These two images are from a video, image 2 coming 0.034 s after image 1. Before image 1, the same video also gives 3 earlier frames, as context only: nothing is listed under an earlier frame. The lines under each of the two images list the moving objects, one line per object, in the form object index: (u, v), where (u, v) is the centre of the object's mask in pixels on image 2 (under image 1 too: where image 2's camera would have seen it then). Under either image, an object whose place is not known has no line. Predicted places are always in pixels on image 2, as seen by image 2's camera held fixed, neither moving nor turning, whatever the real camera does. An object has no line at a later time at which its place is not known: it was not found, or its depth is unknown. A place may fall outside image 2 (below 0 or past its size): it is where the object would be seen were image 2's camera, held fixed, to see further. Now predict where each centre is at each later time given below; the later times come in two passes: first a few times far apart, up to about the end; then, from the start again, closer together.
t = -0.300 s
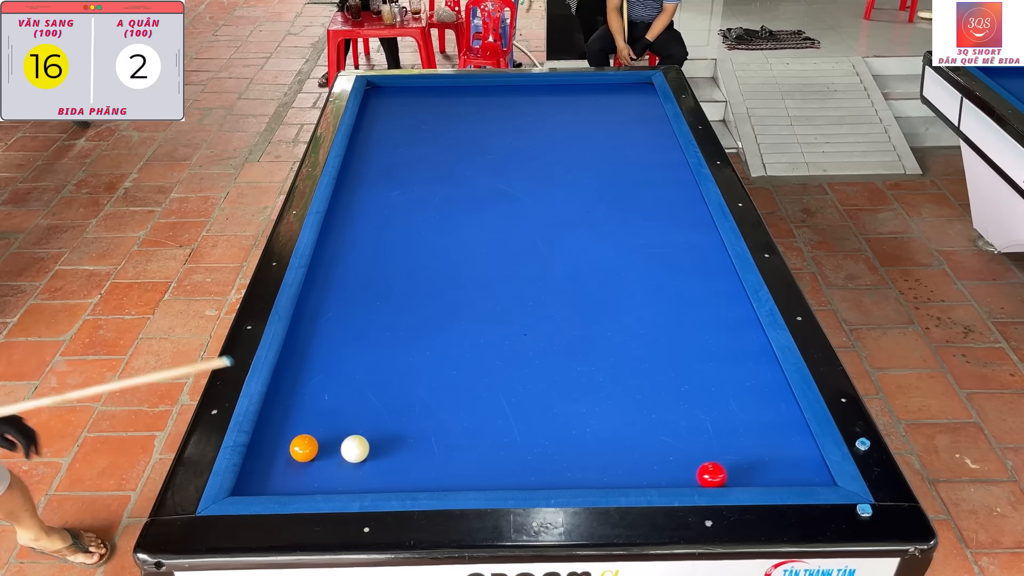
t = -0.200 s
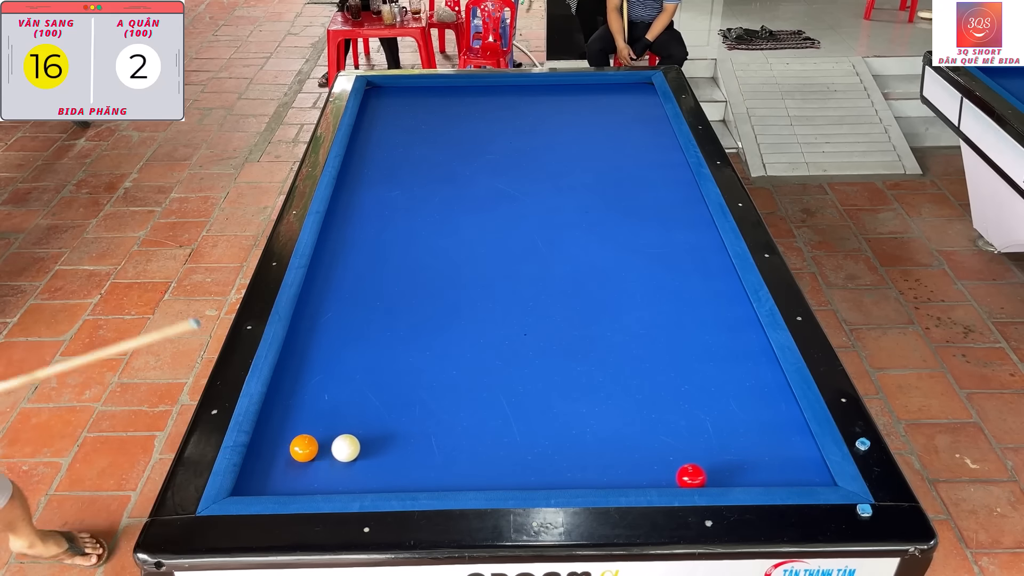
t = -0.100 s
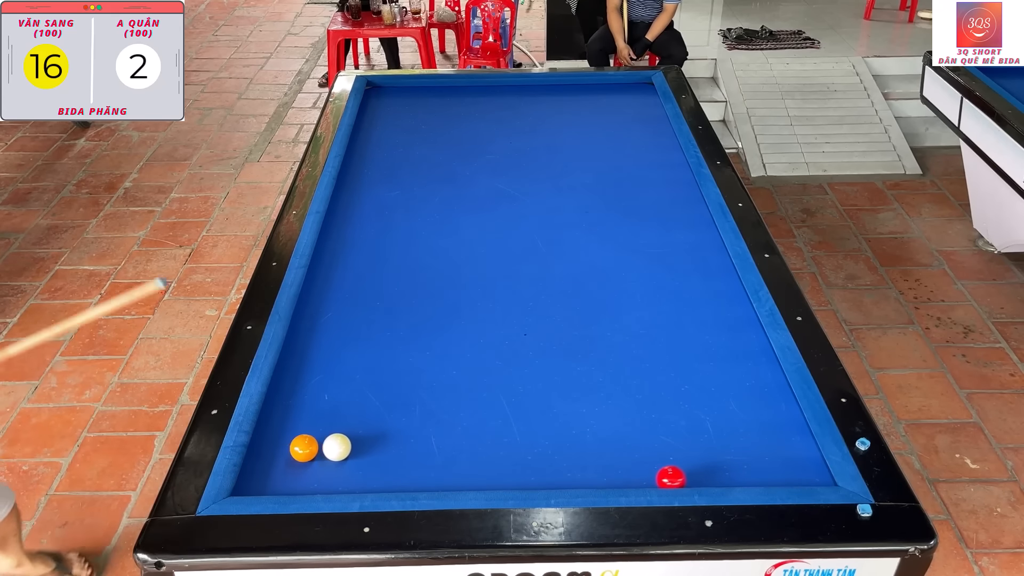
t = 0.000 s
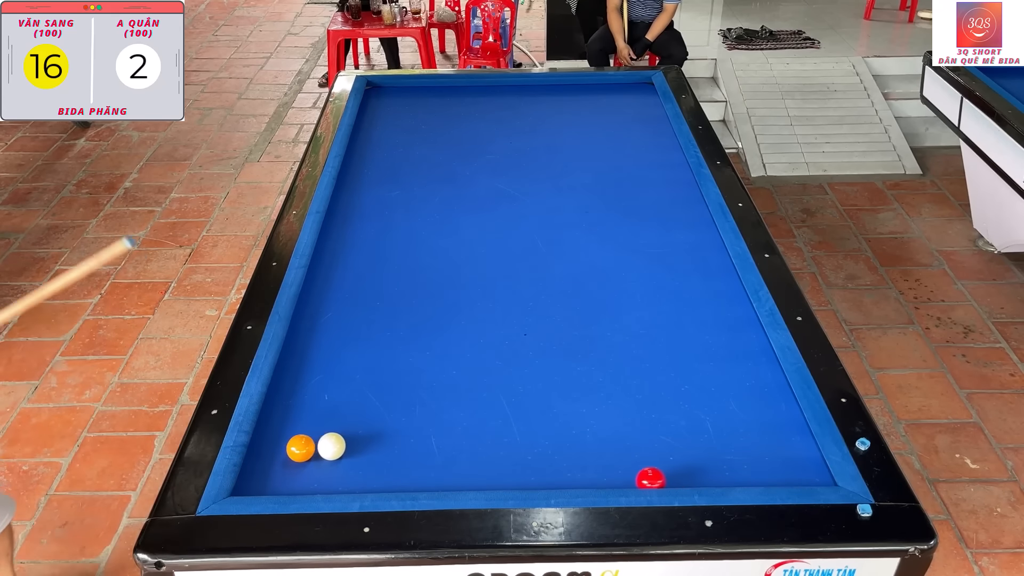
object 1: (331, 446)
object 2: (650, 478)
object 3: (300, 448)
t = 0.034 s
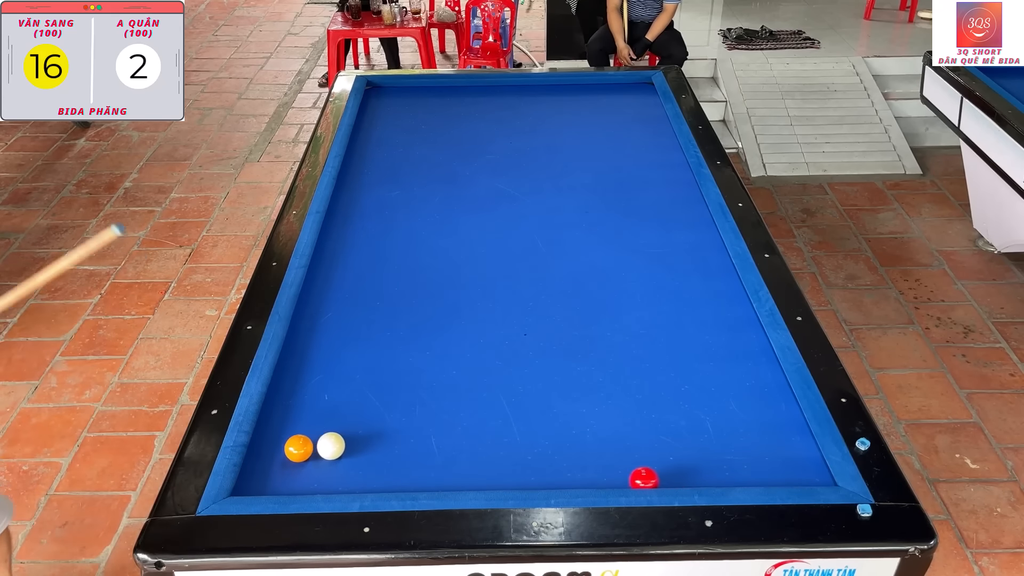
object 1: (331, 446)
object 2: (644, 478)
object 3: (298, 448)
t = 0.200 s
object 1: (328, 444)
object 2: (611, 478)
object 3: (289, 449)
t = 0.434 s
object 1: (325, 442)
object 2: (566, 477)
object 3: (278, 449)
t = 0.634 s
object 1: (324, 440)
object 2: (529, 476)
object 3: (268, 450)
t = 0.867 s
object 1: (323, 439)
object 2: (487, 475)
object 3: (261, 451)
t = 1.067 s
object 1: (323, 438)
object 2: (452, 474)
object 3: (266, 450)
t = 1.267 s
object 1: (323, 437)
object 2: (418, 474)
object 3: (270, 450)
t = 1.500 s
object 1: (323, 436)
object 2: (378, 472)
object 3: (274, 449)
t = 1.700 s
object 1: (323, 437)
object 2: (346, 471)
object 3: (276, 449)
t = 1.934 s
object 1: (323, 437)
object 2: (308, 470)
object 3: (277, 450)
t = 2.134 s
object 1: (323, 437)
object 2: (278, 470)
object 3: (277, 448)
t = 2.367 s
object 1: (323, 437)
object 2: (257, 474)
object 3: (276, 446)
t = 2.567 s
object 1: (323, 437)
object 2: (272, 477)
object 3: (274, 442)
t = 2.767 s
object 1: (323, 437)
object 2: (286, 479)
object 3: (273, 440)
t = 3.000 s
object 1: (323, 437)
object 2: (301, 481)
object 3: (272, 437)
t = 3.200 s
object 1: (323, 437)
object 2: (314, 483)
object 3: (271, 435)
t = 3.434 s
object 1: (323, 437)
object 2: (327, 484)
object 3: (271, 433)
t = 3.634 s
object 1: (323, 437)
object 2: (339, 485)
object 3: (270, 433)
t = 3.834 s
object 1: (323, 437)
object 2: (349, 483)
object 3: (271, 432)
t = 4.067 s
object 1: (323, 437)
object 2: (360, 483)
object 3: (270, 432)
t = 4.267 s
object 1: (323, 437)
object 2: (368, 482)
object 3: (271, 432)
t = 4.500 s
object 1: (323, 437)
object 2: (377, 481)
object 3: (271, 432)
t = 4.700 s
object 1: (323, 437)
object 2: (384, 480)
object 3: (271, 432)
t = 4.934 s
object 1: (323, 437)
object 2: (391, 479)
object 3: (271, 432)
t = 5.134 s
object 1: (323, 437)
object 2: (397, 478)
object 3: (271, 432)
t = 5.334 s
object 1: (323, 437)
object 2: (401, 478)
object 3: (271, 432)
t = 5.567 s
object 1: (323, 437)
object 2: (406, 477)
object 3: (270, 431)
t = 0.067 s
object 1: (330, 445)
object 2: (637, 478)
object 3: (297, 448)
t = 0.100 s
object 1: (330, 445)
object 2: (630, 478)
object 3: (295, 448)
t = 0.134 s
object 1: (329, 445)
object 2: (624, 478)
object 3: (293, 448)
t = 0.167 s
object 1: (329, 445)
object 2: (617, 478)
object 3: (291, 449)
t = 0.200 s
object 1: (328, 444)
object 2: (611, 478)
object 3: (289, 449)
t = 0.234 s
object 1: (327, 444)
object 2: (604, 478)
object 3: (288, 449)
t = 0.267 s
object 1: (327, 444)
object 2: (598, 477)
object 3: (286, 449)
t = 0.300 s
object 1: (327, 443)
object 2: (591, 477)
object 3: (284, 449)
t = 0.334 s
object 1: (326, 443)
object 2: (585, 477)
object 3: (283, 449)
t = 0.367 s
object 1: (326, 443)
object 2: (579, 477)
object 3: (281, 449)
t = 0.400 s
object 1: (325, 443)
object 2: (573, 477)
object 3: (279, 449)
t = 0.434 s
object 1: (325, 442)
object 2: (566, 477)
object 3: (278, 449)
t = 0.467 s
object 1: (325, 442)
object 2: (560, 477)
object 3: (276, 449)
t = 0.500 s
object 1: (325, 442)
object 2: (554, 477)
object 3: (274, 449)
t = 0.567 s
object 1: (324, 441)
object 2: (541, 476)
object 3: (271, 450)
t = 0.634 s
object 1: (324, 440)
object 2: (529, 476)
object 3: (268, 450)
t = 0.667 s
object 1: (324, 440)
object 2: (523, 476)
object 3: (267, 450)
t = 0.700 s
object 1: (324, 440)
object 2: (517, 476)
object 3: (265, 450)
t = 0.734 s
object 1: (323, 440)
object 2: (511, 476)
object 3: (264, 450)
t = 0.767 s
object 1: (323, 440)
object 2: (505, 476)
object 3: (263, 450)
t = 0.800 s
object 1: (323, 439)
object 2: (499, 475)
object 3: (261, 450)
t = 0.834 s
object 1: (323, 439)
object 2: (493, 475)
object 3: (261, 450)
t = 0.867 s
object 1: (323, 439)
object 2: (487, 475)
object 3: (261, 451)
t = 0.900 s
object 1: (323, 439)
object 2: (481, 475)
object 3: (262, 450)
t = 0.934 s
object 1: (323, 438)
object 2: (475, 475)
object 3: (263, 451)
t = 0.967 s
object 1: (323, 438)
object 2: (469, 475)
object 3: (264, 450)
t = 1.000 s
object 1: (323, 438)
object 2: (463, 475)
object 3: (265, 451)
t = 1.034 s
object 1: (323, 438)
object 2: (458, 474)
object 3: (265, 450)
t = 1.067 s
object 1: (323, 438)
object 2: (452, 474)
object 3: (266, 450)
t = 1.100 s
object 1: (323, 437)
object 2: (446, 474)
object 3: (267, 450)
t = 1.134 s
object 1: (323, 437)
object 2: (440, 474)
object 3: (267, 450)
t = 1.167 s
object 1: (323, 437)
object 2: (435, 474)
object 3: (268, 450)
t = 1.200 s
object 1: (323, 437)
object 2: (429, 474)
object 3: (269, 450)
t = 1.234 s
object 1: (323, 437)
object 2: (423, 473)
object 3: (269, 450)
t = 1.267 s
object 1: (323, 437)
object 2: (418, 474)
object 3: (270, 450)
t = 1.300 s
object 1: (323, 437)
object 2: (411, 473)
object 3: (270, 450)
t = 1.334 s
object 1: (323, 437)
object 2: (406, 473)
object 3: (271, 450)
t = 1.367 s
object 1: (323, 437)
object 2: (400, 473)
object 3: (272, 450)
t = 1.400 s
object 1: (323, 436)
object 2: (395, 473)
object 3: (272, 449)
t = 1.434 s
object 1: (323, 436)
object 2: (390, 473)
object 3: (273, 449)
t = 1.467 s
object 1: (323, 436)
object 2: (384, 472)
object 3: (273, 449)
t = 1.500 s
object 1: (323, 436)
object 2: (378, 472)
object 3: (274, 449)
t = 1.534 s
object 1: (323, 436)
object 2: (373, 472)
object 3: (274, 449)
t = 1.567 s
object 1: (323, 436)
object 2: (367, 472)
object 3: (274, 449)
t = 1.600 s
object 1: (323, 436)
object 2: (361, 472)
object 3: (275, 449)
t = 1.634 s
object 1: (323, 436)
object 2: (356, 471)
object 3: (275, 449)
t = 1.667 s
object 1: (323, 436)
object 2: (351, 471)
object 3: (275, 449)
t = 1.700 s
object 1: (323, 437)
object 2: (346, 471)
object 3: (276, 449)
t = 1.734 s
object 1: (323, 437)
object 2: (340, 471)
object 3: (276, 450)
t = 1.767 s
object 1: (323, 437)
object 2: (335, 471)
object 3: (276, 450)
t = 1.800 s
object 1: (323, 437)
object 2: (330, 470)
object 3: (276, 450)
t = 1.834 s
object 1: (323, 437)
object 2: (324, 470)
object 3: (276, 450)
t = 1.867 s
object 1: (323, 437)
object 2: (319, 470)
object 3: (277, 450)
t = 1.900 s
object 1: (323, 437)
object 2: (314, 470)
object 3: (277, 450)
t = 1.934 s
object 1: (323, 437)
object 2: (308, 470)
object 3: (277, 450)
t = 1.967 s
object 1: (323, 437)
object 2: (303, 470)
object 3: (277, 450)
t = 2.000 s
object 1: (323, 437)
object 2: (298, 470)
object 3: (277, 450)
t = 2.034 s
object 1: (323, 437)
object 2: (293, 470)
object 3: (277, 450)
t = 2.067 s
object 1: (323, 437)
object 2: (288, 470)
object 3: (277, 449)
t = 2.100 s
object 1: (323, 437)
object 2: (283, 470)
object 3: (277, 448)
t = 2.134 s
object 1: (323, 437)
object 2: (278, 470)
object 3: (277, 448)
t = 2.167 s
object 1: (323, 437)
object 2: (273, 471)
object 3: (277, 448)
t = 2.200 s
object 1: (323, 437)
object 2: (268, 472)
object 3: (277, 448)
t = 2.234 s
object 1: (323, 437)
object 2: (263, 472)
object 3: (276, 448)
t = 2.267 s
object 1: (323, 437)
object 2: (258, 473)
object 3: (276, 447)
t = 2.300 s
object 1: (323, 437)
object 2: (254, 473)
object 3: (276, 447)
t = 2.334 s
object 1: (323, 437)
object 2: (254, 474)
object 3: (276, 446)
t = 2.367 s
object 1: (323, 437)
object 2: (257, 474)
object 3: (276, 446)
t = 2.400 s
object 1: (323, 437)
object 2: (260, 475)
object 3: (275, 445)
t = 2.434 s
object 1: (323, 437)
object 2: (263, 475)
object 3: (275, 445)
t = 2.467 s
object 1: (323, 437)
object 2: (265, 476)
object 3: (275, 444)
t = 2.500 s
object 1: (323, 437)
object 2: (267, 476)
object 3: (275, 443)
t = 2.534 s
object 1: (323, 437)
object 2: (270, 476)
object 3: (274, 443)
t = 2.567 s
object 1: (323, 437)
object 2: (272, 477)
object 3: (274, 442)
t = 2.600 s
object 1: (323, 437)
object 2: (274, 477)
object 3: (274, 442)
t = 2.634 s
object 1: (323, 437)
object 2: (276, 478)
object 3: (274, 441)
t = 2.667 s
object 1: (323, 437)
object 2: (279, 478)
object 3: (274, 441)
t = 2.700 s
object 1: (323, 437)
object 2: (281, 479)
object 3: (274, 441)
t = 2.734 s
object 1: (323, 437)
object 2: (283, 479)
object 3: (273, 440)
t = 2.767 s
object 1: (323, 437)
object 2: (286, 479)
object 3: (273, 440)
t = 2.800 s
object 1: (323, 437)
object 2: (288, 480)
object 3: (273, 439)
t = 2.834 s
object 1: (323, 437)
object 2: (290, 480)
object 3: (273, 439)
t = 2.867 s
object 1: (323, 437)
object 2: (292, 480)
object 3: (273, 438)
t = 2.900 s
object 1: (323, 437)
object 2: (295, 481)
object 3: (272, 438)
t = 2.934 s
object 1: (323, 437)
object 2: (297, 481)
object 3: (272, 438)
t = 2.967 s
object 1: (323, 437)
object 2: (299, 481)
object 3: (272, 437)
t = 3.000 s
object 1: (323, 437)
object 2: (301, 481)
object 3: (272, 437)
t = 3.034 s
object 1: (323, 437)
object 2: (303, 482)
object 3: (272, 437)
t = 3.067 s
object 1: (323, 437)
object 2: (306, 482)
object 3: (272, 436)
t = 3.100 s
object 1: (323, 437)
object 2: (307, 482)
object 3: (272, 436)
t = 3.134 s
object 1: (323, 437)
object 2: (310, 482)
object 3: (272, 436)
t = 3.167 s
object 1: (323, 437)
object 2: (312, 482)
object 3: (272, 435)
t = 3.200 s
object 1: (323, 437)
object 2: (314, 483)
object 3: (271, 435)
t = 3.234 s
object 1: (323, 437)
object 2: (316, 483)
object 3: (271, 435)
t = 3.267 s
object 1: (323, 437)
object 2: (318, 483)
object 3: (271, 435)
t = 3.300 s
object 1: (323, 437)
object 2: (320, 483)
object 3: (271, 434)
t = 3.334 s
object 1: (323, 437)
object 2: (322, 483)
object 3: (271, 434)
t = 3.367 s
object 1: (323, 437)
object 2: (324, 483)
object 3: (271, 434)
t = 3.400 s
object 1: (323, 437)
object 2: (326, 483)
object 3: (271, 434)
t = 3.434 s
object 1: (323, 437)
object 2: (327, 484)
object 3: (271, 433)
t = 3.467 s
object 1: (323, 437)
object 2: (330, 484)
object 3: (271, 433)
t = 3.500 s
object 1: (323, 437)
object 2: (331, 484)
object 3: (271, 433)
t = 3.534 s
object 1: (323, 437)
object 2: (333, 484)
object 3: (271, 433)
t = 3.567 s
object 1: (323, 437)
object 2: (335, 484)
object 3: (271, 433)
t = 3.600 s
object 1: (323, 437)
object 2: (337, 485)
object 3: (271, 433)
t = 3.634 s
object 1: (323, 437)
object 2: (339, 485)
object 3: (270, 433)
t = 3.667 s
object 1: (323, 437)
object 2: (340, 484)
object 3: (270, 432)
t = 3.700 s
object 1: (323, 437)
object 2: (342, 484)
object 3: (271, 432)
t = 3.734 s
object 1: (323, 437)
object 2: (344, 484)
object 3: (271, 432)
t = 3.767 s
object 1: (323, 437)
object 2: (345, 484)
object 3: (271, 432)
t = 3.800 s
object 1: (323, 437)
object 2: (347, 484)
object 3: (271, 432)
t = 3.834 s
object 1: (323, 437)
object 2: (349, 483)
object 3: (271, 432)
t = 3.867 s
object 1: (323, 437)
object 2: (350, 483)
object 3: (271, 432)
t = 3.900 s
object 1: (323, 437)
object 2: (352, 483)
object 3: (271, 432)
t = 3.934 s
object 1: (323, 437)
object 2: (354, 483)
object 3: (271, 432)
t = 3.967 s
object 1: (323, 437)
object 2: (355, 483)
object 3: (270, 432)
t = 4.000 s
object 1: (323, 437)
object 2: (357, 483)
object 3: (270, 432)
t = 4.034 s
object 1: (323, 437)
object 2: (358, 483)
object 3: (270, 432)
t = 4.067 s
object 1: (323, 437)
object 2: (360, 483)
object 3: (270, 432)
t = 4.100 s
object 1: (323, 437)
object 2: (361, 482)
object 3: (270, 432)
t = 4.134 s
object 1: (323, 437)
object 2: (362, 482)
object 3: (270, 432)
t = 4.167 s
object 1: (323, 437)
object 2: (364, 482)
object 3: (270, 432)
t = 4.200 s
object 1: (323, 437)
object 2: (365, 482)
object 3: (270, 432)
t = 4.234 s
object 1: (323, 437)
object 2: (367, 482)
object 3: (270, 432)
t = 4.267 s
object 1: (323, 437)
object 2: (368, 482)
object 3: (271, 432)
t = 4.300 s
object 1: (323, 437)
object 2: (369, 482)
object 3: (270, 432)
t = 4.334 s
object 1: (323, 437)
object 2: (371, 481)
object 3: (270, 432)
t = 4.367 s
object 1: (323, 437)
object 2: (372, 481)
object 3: (271, 432)
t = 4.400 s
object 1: (323, 437)
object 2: (373, 481)
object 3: (271, 432)
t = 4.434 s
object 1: (323, 436)
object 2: (375, 481)
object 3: (270, 432)
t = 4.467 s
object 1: (323, 437)
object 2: (376, 481)
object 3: (271, 432)
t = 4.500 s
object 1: (323, 437)
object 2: (377, 481)
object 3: (271, 432)
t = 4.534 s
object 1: (323, 437)
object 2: (378, 481)
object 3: (271, 432)
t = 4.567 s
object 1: (323, 437)
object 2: (380, 480)
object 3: (270, 432)
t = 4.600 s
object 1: (323, 437)
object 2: (381, 480)
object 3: (271, 432)
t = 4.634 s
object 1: (323, 437)
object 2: (382, 480)
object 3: (271, 432)
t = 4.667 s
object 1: (323, 437)
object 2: (383, 480)
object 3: (270, 432)
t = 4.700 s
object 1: (323, 437)
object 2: (384, 480)
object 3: (271, 432)
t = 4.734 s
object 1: (323, 437)
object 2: (385, 480)
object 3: (271, 432)
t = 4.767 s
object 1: (323, 437)
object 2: (386, 480)
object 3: (271, 432)
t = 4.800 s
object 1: (323, 437)
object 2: (387, 479)
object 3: (271, 432)
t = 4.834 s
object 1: (323, 437)
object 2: (388, 479)
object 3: (271, 432)
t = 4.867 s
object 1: (323, 437)
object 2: (389, 479)
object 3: (271, 432)
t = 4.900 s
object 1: (323, 437)
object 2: (390, 479)
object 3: (271, 432)
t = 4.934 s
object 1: (323, 437)
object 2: (391, 479)
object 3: (271, 432)
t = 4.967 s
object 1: (323, 437)
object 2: (392, 479)
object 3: (271, 432)
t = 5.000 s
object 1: (323, 437)
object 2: (393, 479)
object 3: (271, 432)
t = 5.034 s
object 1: (323, 437)
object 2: (394, 479)
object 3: (271, 432)
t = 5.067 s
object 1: (323, 437)
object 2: (395, 479)
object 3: (271, 432)
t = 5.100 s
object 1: (323, 437)
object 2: (396, 479)
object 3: (271, 432)
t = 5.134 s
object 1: (323, 437)
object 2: (397, 478)
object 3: (271, 432)
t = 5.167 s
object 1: (323, 437)
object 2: (398, 478)
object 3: (271, 432)
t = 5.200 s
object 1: (323, 437)
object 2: (399, 478)
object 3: (271, 432)
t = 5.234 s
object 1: (323, 437)
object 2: (399, 478)
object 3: (271, 432)
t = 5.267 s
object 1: (323, 437)
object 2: (400, 478)
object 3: (271, 432)
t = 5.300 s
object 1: (323, 437)
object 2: (401, 478)
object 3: (271, 432)
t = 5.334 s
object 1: (323, 437)
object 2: (401, 478)
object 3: (271, 432)
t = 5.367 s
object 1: (323, 437)
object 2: (402, 478)
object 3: (271, 432)
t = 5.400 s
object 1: (323, 437)
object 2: (403, 477)
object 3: (270, 432)
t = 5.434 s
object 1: (323, 437)
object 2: (403, 477)
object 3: (270, 432)
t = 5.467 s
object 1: (323, 437)
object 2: (404, 477)
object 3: (270, 432)
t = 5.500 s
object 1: (323, 437)
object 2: (405, 477)
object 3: (270, 432)
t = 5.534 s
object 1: (323, 437)
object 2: (406, 477)
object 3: (271, 432)
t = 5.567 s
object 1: (323, 437)
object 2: (406, 477)
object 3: (270, 431)
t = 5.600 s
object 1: (323, 437)
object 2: (406, 477)
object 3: (270, 432)
